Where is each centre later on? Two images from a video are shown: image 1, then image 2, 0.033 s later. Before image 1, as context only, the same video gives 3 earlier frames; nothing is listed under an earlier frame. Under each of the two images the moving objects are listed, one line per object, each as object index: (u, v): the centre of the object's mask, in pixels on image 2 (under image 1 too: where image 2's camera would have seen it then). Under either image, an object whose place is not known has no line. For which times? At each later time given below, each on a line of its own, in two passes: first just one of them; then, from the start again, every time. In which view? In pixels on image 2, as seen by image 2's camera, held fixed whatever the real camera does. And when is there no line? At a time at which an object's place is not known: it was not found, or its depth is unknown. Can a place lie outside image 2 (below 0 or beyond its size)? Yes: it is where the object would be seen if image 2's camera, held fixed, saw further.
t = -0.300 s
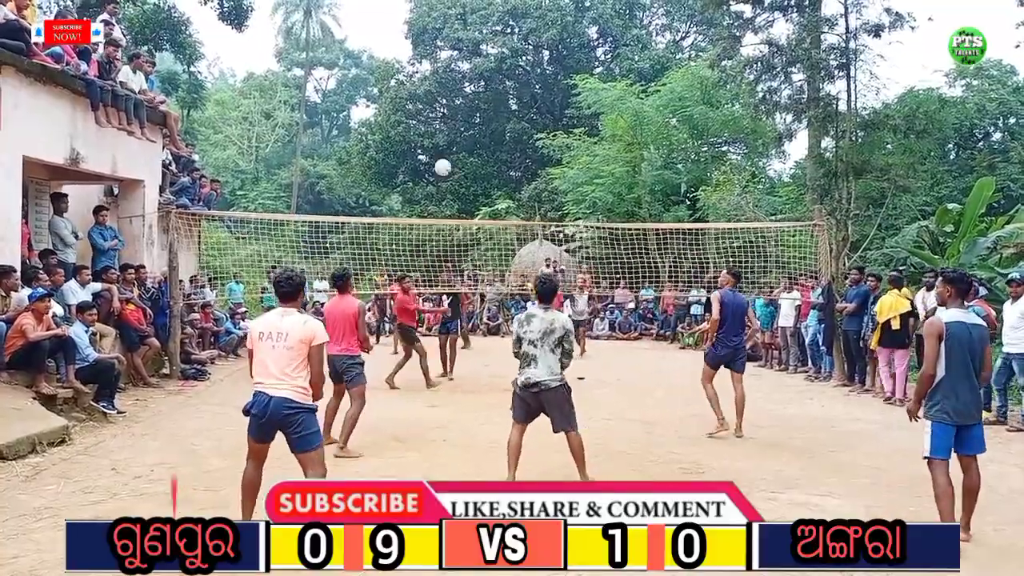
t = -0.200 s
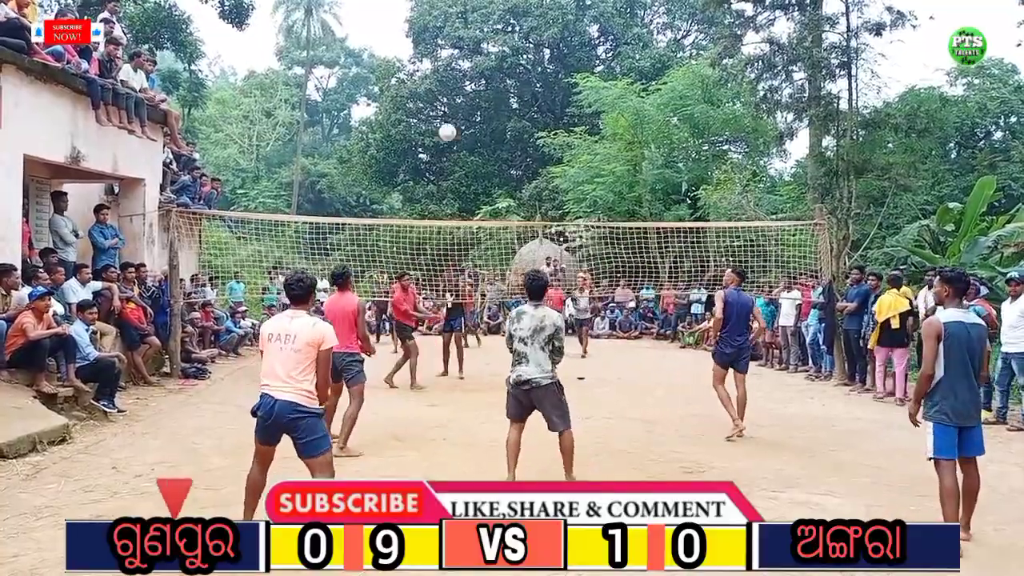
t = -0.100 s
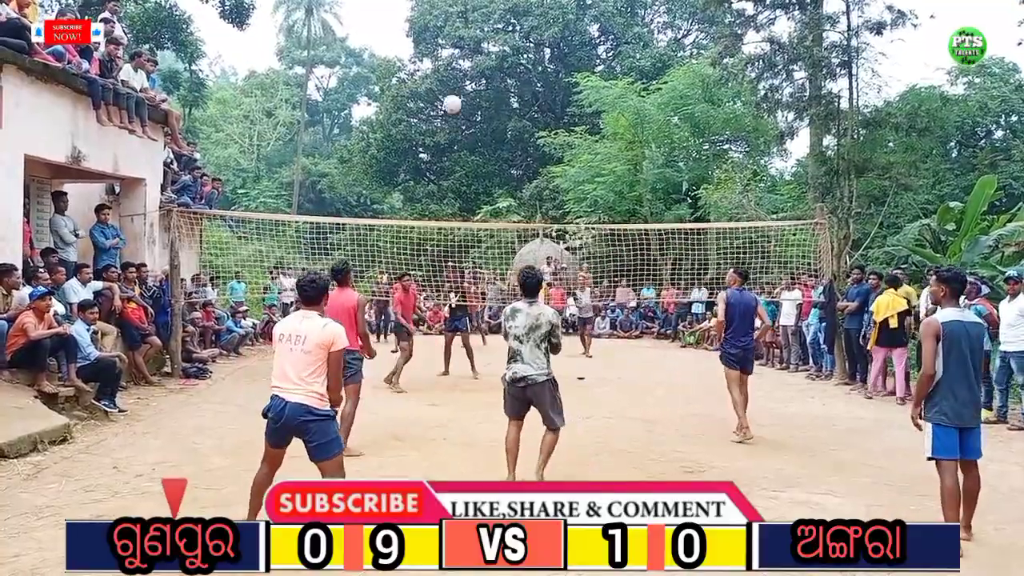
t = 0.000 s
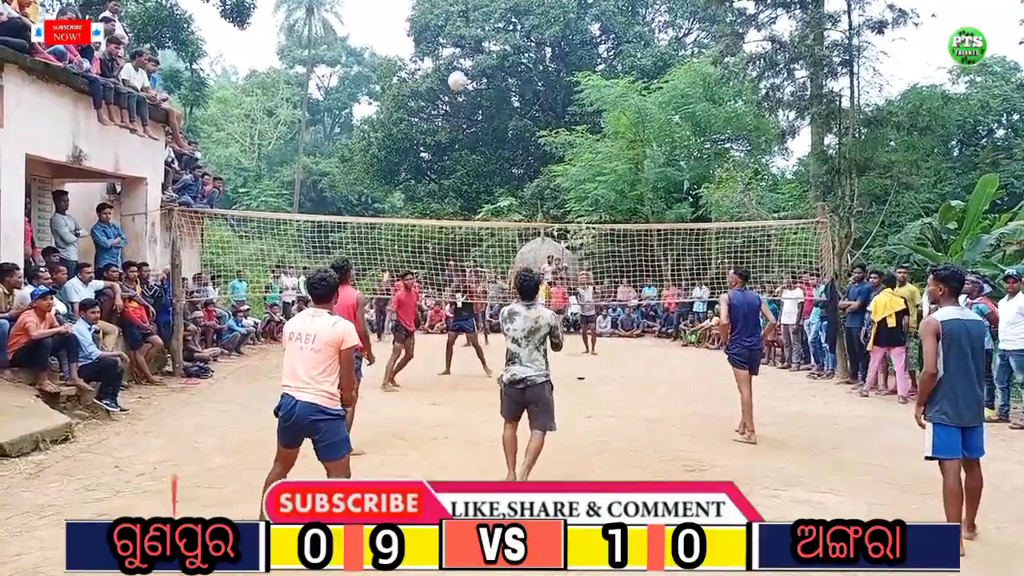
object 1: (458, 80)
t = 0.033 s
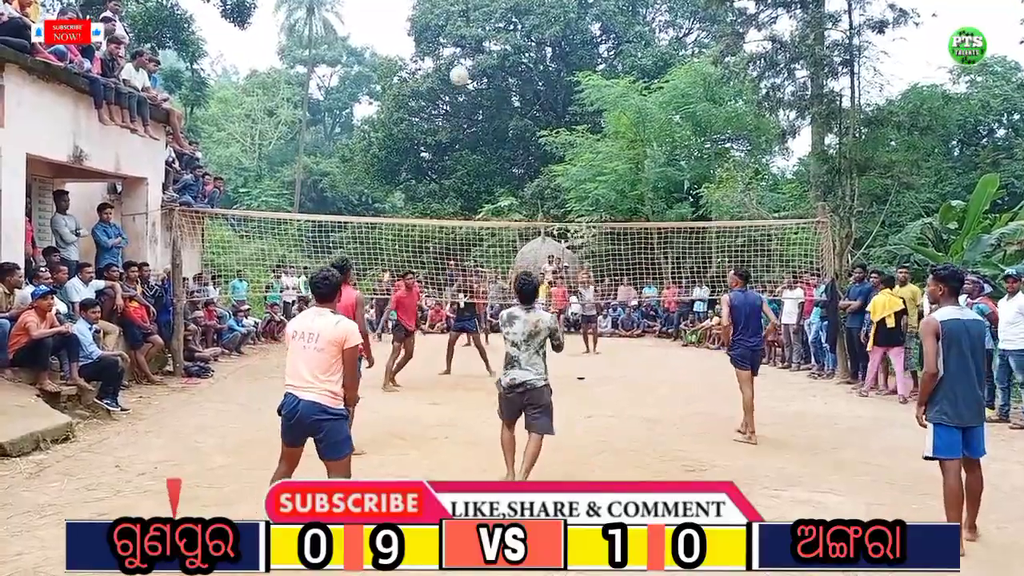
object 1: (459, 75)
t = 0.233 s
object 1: (467, 62)
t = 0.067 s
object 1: (460, 71)
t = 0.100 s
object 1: (463, 68)
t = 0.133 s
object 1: (463, 66)
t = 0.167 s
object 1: (464, 64)
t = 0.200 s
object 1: (466, 62)
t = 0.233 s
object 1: (467, 62)
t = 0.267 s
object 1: (469, 63)
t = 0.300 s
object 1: (470, 66)
